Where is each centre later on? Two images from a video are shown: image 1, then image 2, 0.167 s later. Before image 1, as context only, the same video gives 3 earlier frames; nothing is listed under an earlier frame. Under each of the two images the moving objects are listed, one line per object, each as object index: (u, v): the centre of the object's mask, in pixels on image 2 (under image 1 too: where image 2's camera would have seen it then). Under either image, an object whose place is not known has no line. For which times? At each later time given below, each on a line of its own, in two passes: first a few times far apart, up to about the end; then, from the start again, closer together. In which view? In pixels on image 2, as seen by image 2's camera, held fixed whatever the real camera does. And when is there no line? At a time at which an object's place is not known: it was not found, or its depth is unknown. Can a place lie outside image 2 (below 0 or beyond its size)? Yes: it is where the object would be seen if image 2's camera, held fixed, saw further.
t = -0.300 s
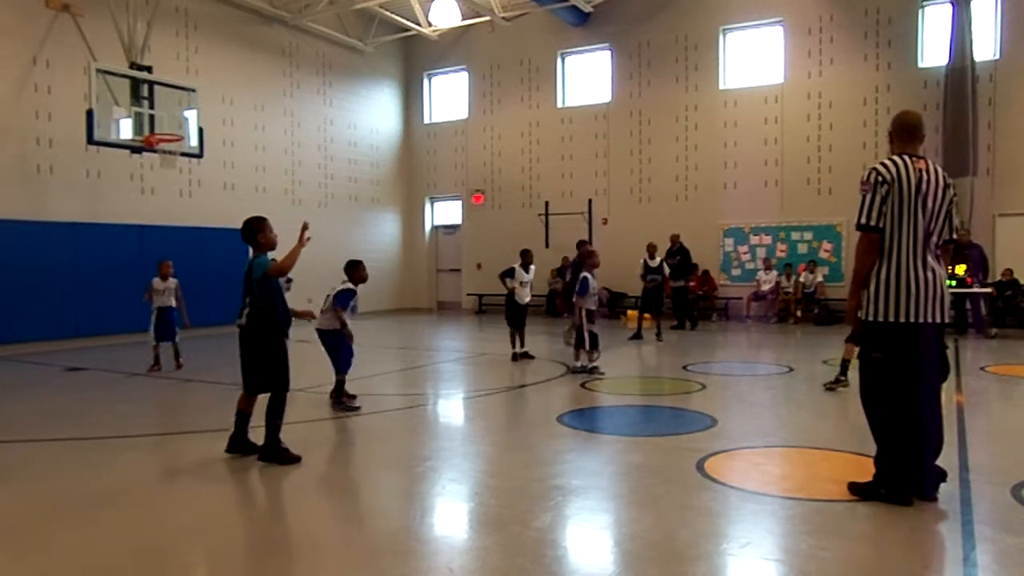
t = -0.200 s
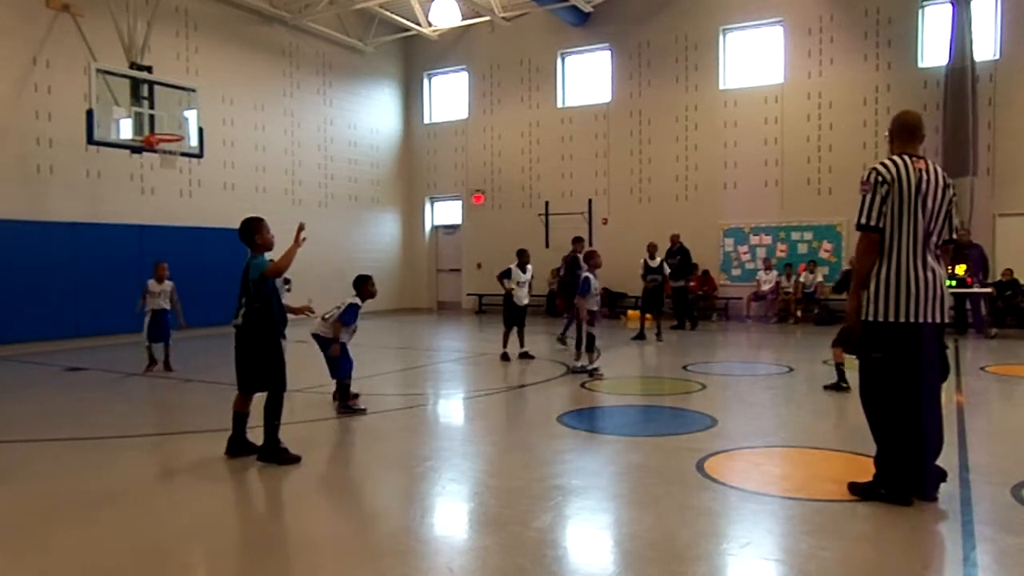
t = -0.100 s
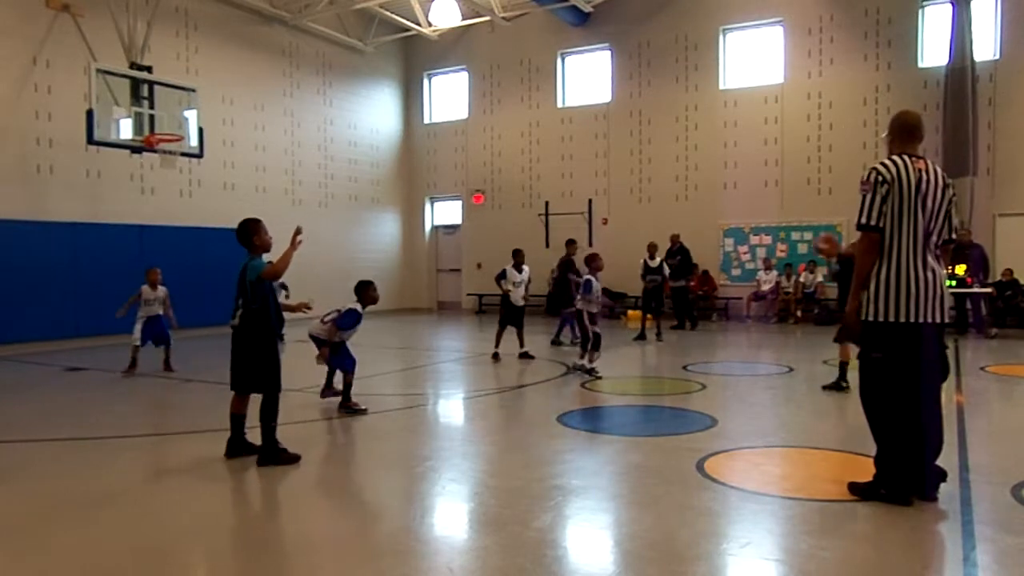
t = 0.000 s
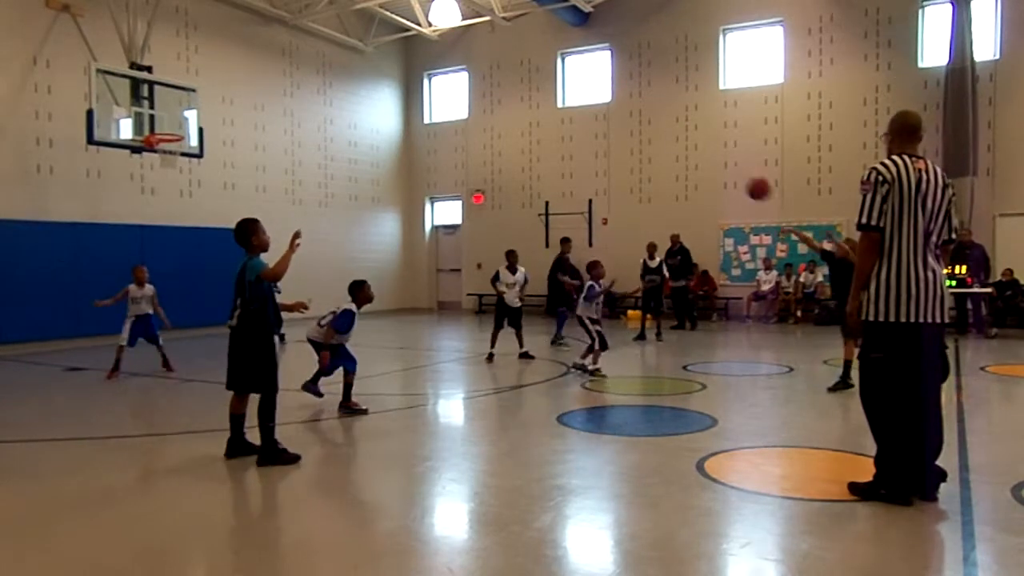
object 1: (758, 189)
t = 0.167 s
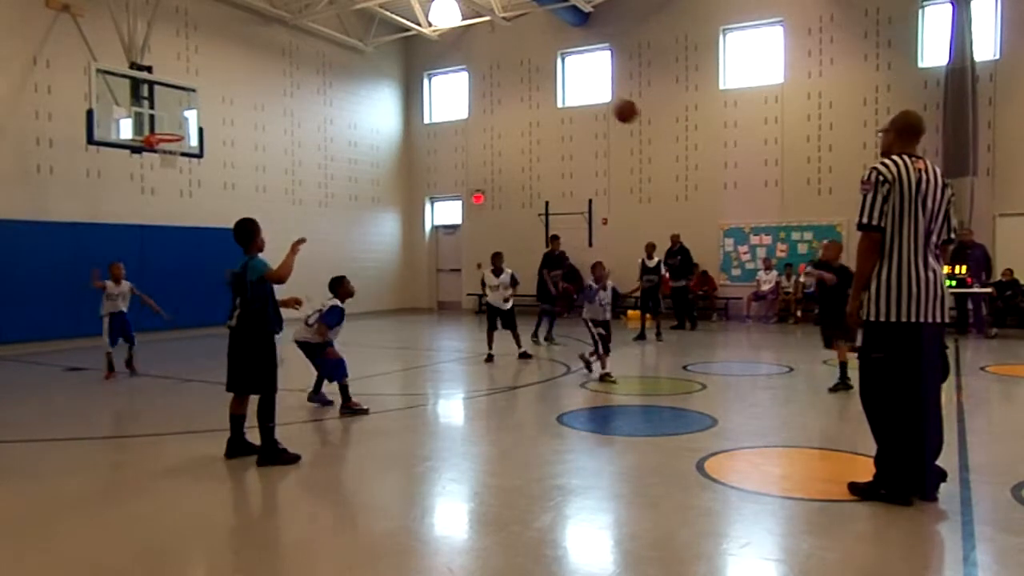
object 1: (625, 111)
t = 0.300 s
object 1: (517, 70)
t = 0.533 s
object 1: (331, 46)
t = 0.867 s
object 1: (78, 112)
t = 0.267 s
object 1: (544, 78)
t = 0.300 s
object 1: (517, 70)
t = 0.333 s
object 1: (490, 63)
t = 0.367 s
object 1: (465, 57)
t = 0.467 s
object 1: (384, 46)
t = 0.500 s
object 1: (357, 45)
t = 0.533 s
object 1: (331, 46)
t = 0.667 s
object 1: (228, 58)
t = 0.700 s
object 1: (203, 64)
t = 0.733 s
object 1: (178, 71)
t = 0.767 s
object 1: (153, 79)
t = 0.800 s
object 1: (128, 89)
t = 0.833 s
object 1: (103, 101)
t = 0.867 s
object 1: (78, 112)
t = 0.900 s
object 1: (54, 126)
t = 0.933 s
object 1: (30, 140)
